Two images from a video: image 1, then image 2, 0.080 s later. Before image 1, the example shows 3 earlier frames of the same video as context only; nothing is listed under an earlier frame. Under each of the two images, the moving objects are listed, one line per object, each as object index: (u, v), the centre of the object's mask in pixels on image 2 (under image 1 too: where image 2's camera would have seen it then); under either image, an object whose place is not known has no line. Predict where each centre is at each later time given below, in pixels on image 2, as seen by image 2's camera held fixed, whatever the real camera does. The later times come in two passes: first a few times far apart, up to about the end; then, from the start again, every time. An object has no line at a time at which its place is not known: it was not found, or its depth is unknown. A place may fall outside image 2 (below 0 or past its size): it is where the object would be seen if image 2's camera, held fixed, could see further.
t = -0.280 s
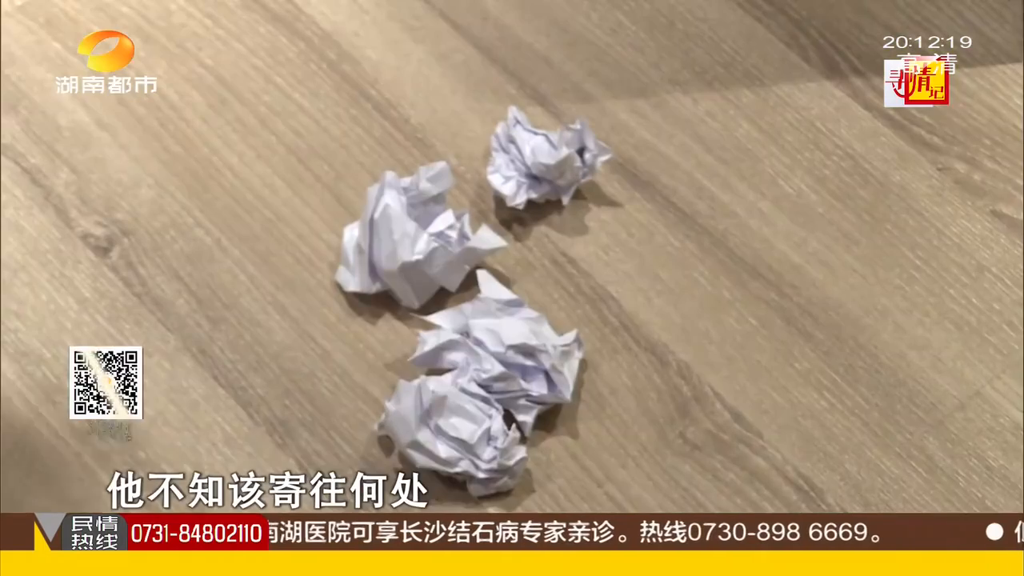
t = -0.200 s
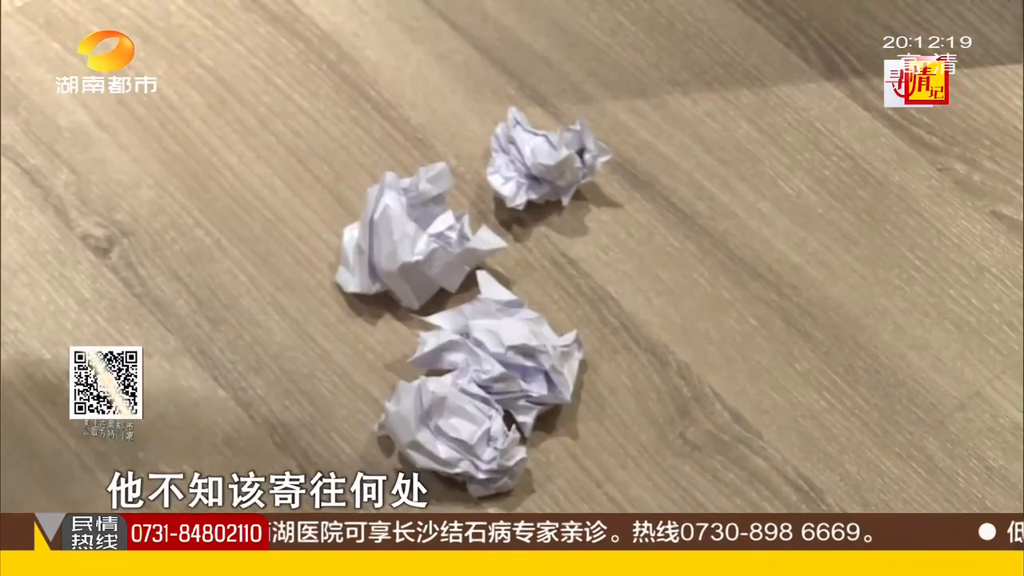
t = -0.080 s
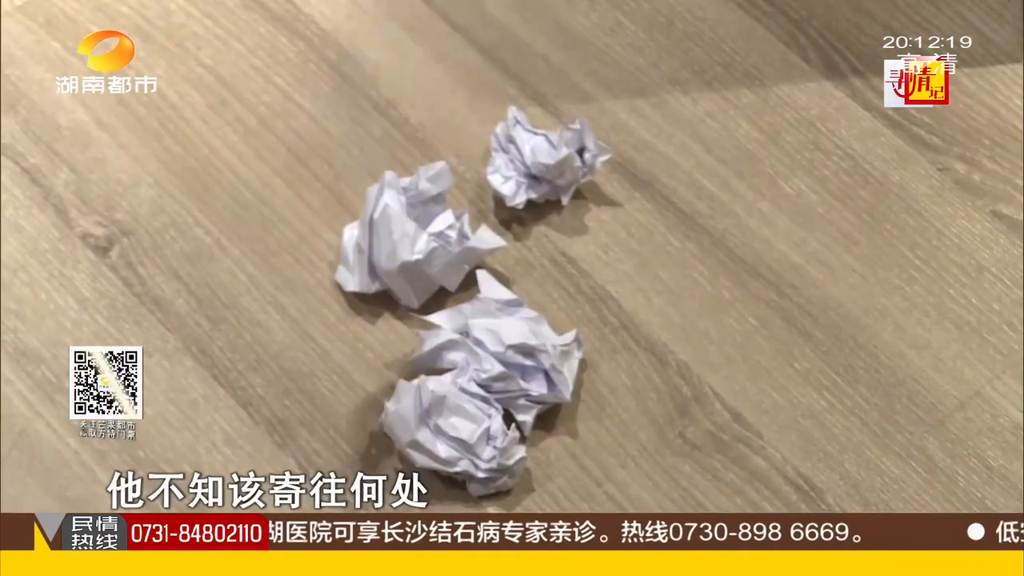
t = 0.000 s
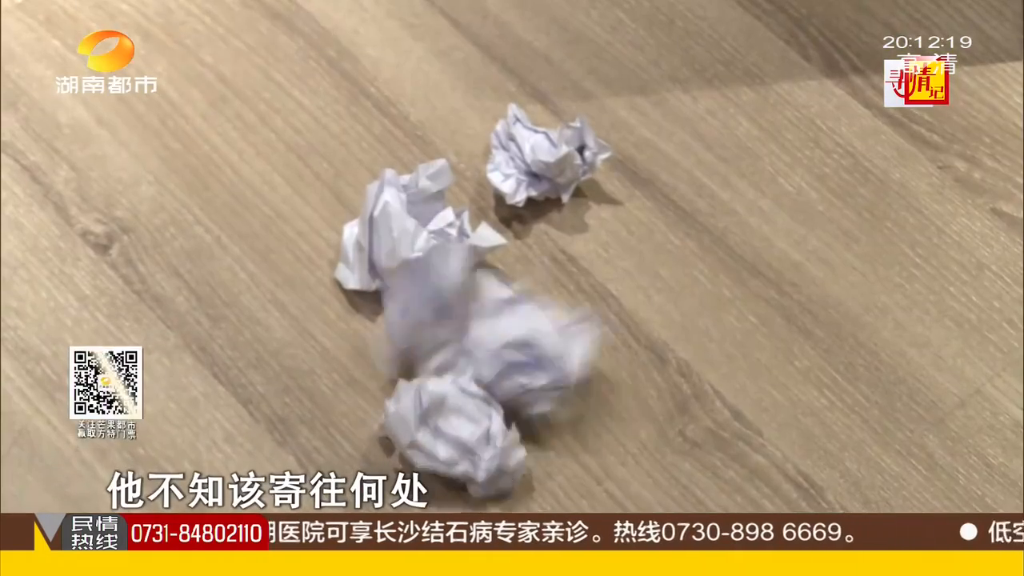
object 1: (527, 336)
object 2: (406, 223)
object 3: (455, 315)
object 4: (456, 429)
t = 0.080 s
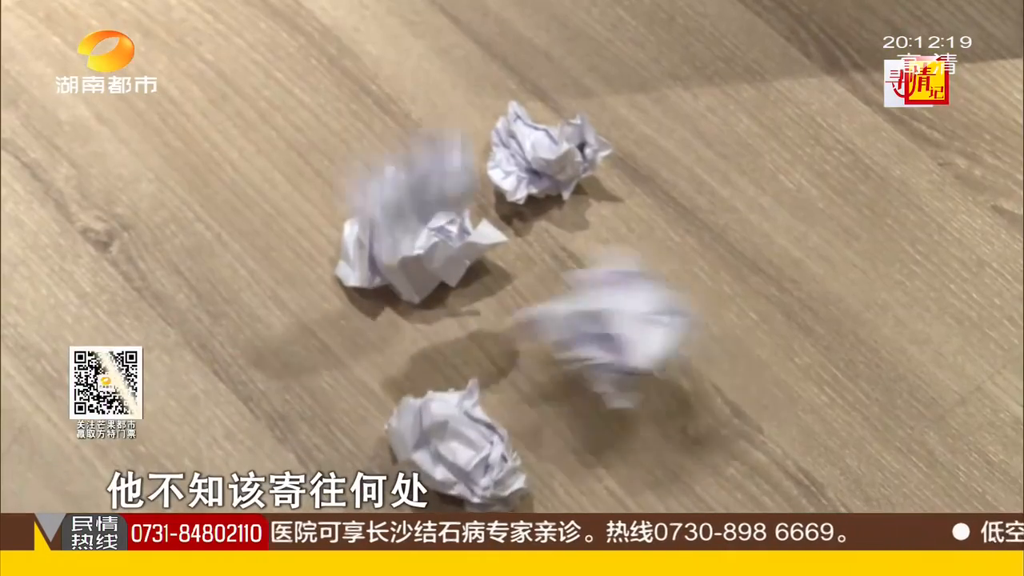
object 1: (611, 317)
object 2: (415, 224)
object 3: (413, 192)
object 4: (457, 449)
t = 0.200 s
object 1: (754, 396)
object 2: (412, 234)
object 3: (391, 84)
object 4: (459, 447)
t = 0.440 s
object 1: (900, 482)
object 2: (424, 201)
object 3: (324, 108)
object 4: (461, 443)
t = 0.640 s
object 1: (905, 487)
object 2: (414, 178)
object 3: (219, 141)
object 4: (461, 443)
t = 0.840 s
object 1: (905, 488)
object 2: (421, 170)
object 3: (180, 139)
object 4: (461, 443)
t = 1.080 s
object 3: (172, 158)
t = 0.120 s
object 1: (666, 328)
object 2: (411, 240)
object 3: (405, 134)
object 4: (457, 450)
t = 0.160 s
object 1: (708, 345)
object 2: (411, 235)
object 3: (397, 103)
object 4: (457, 449)
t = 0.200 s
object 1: (754, 396)
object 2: (412, 234)
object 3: (391, 84)
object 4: (459, 447)
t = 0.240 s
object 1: (795, 419)
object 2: (412, 234)
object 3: (390, 80)
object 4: (461, 443)
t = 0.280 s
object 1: (822, 434)
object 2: (412, 235)
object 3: (385, 99)
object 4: (461, 443)
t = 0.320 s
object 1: (844, 450)
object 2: (413, 236)
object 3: (381, 118)
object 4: (461, 443)
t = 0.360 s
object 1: (869, 465)
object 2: (415, 237)
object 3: (372, 146)
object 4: (461, 443)
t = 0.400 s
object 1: (887, 475)
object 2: (422, 219)
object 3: (350, 124)
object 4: (461, 443)
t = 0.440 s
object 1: (900, 482)
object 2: (424, 201)
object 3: (324, 108)
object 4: (461, 443)
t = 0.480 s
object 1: (903, 486)
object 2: (425, 194)
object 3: (304, 104)
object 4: (461, 443)
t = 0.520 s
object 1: (904, 486)
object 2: (424, 189)
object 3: (279, 115)
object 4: (461, 443)
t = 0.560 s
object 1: (904, 487)
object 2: (421, 185)
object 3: (247, 148)
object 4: (461, 443)
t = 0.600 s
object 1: (905, 487)
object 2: (414, 181)
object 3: (233, 148)
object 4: (461, 443)
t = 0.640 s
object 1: (905, 487)
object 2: (414, 178)
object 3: (219, 141)
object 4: (461, 443)
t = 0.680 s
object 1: (904, 487)
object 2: (417, 177)
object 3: (203, 140)
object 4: (461, 443)
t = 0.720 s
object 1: (905, 487)
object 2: (420, 175)
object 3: (194, 136)
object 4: (461, 443)
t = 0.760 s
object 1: (905, 488)
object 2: (424, 172)
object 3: (188, 132)
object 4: (461, 443)
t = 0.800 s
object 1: (905, 488)
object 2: (422, 170)
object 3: (184, 134)
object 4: (461, 443)
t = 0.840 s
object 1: (905, 488)
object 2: (421, 170)
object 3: (180, 139)
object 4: (461, 443)
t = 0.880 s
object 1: (905, 488)
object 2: (421, 170)
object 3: (173, 145)
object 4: (461, 444)
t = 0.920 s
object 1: (905, 488)
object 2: (420, 170)
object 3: (170, 157)
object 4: (461, 443)
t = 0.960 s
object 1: (905, 488)
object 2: (420, 170)
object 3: (170, 162)
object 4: (461, 443)
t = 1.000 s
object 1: (905, 488)
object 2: (420, 170)
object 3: (169, 163)
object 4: (460, 443)
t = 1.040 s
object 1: (905, 488)
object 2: (420, 170)
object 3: (170, 161)
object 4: (461, 443)
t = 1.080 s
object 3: (172, 158)
